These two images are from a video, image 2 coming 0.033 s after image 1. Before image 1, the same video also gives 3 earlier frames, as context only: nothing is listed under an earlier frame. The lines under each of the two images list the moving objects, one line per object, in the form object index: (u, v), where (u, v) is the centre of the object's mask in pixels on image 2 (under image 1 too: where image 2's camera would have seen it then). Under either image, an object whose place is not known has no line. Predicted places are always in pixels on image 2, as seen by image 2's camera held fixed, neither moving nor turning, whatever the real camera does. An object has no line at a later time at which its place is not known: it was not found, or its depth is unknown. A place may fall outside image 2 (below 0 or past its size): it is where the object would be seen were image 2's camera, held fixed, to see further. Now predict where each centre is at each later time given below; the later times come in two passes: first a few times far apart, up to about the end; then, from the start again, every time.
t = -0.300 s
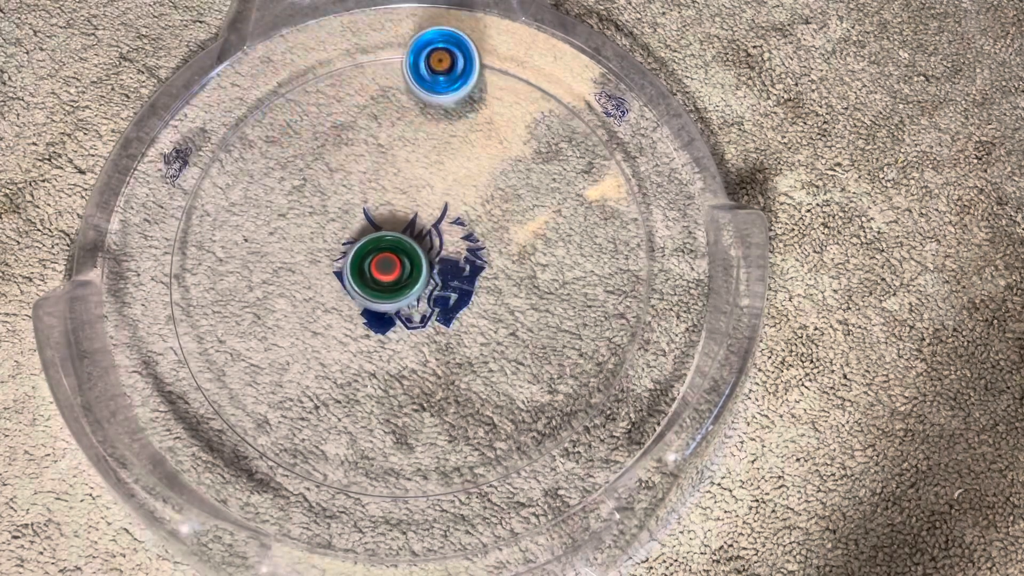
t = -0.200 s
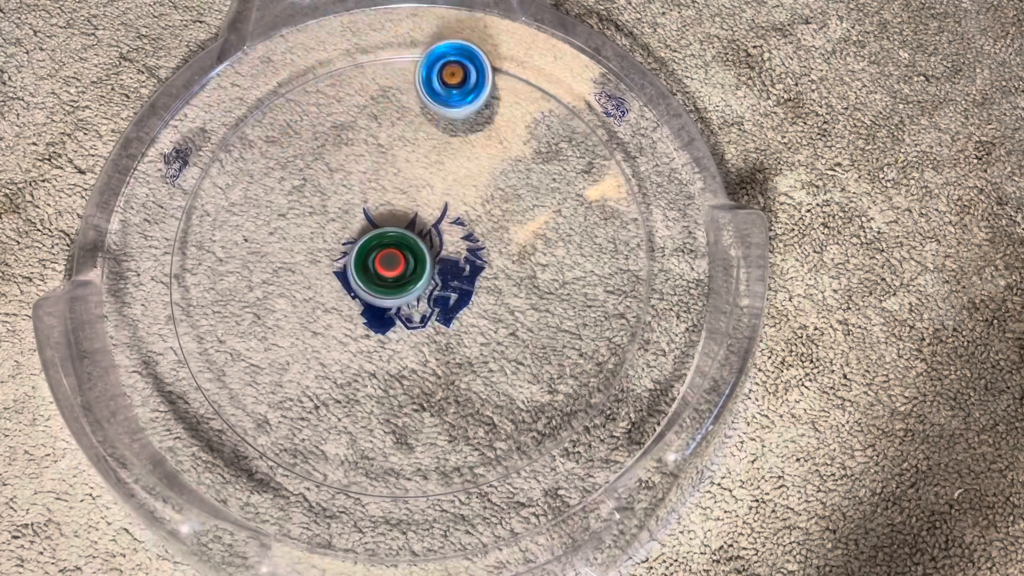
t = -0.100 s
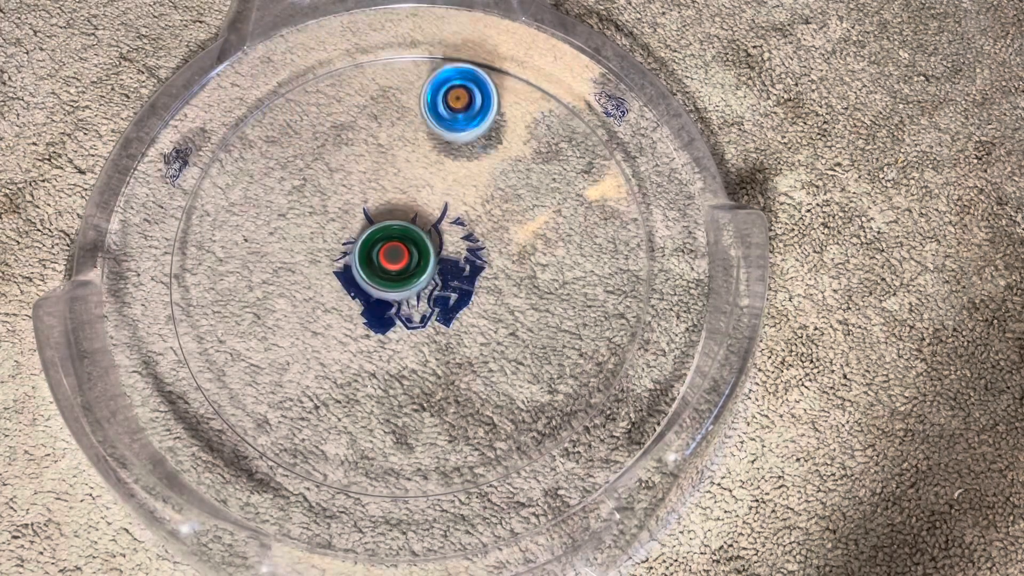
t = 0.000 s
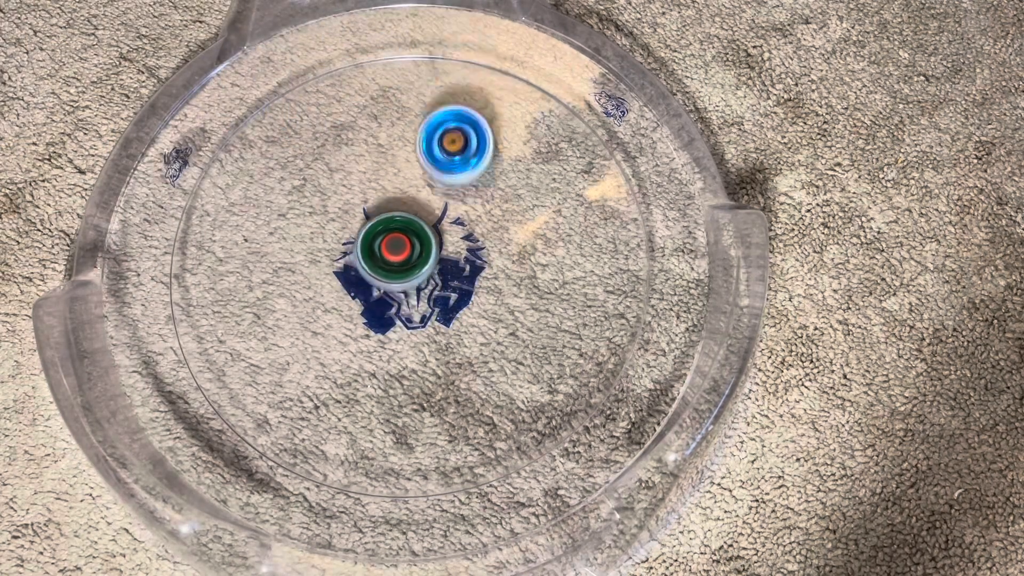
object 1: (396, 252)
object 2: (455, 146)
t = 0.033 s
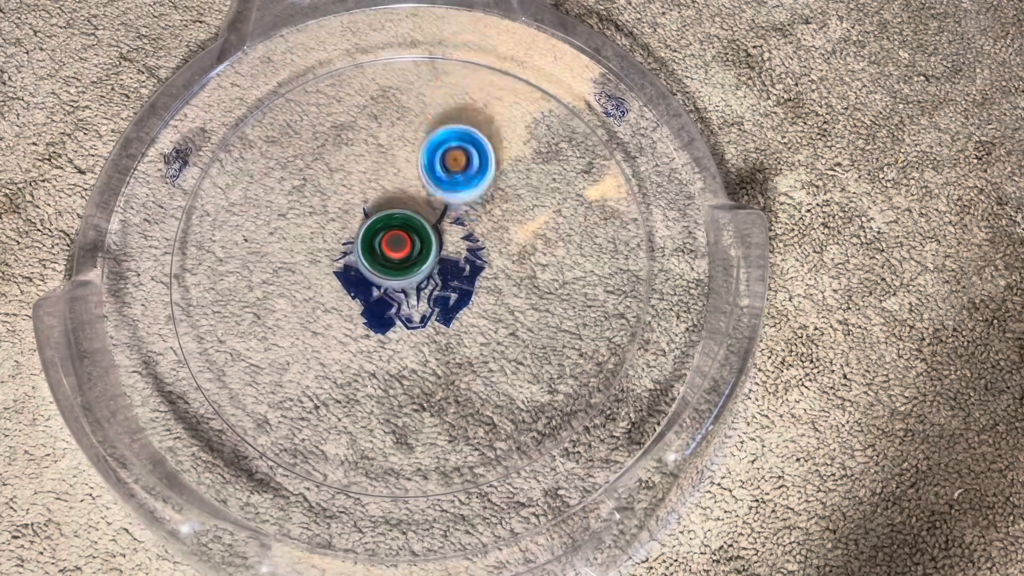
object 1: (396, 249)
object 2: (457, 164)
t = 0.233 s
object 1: (391, 237)
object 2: (570, 229)
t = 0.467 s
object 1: (387, 236)
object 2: (573, 135)
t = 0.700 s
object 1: (377, 262)
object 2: (445, 211)
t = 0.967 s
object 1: (387, 309)
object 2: (636, 318)
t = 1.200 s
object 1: (432, 308)
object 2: (561, 153)
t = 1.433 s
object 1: (455, 277)
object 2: (328, 333)
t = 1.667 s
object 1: (443, 244)
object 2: (577, 480)
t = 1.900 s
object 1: (412, 232)
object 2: (555, 346)
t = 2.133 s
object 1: (280, 95)
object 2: (387, 324)
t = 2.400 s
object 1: (172, 123)
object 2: (268, 439)
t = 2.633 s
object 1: (194, 207)
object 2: (287, 438)
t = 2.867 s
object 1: (283, 258)
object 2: (321, 353)
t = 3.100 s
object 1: (338, 73)
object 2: (452, 308)
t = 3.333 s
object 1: (430, 65)
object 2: (261, 172)
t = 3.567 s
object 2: (189, 314)
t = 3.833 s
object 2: (430, 261)
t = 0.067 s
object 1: (396, 247)
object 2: (466, 183)
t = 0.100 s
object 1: (396, 244)
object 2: (480, 201)
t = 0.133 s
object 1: (395, 243)
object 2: (499, 216)
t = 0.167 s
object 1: (393, 241)
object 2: (522, 225)
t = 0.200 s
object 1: (393, 239)
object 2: (546, 230)
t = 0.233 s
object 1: (391, 237)
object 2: (570, 229)
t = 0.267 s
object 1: (390, 237)
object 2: (593, 221)
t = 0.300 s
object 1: (388, 236)
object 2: (614, 208)
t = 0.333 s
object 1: (388, 236)
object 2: (631, 191)
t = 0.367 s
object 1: (388, 236)
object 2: (614, 172)
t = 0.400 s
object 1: (388, 236)
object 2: (595, 160)
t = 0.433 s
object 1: (388, 236)
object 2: (583, 146)
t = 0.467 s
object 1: (387, 236)
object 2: (573, 135)
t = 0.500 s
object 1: (388, 237)
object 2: (561, 131)
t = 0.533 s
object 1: (388, 238)
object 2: (543, 131)
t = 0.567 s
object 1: (389, 239)
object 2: (521, 136)
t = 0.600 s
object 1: (390, 240)
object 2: (495, 148)
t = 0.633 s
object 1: (391, 241)
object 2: (468, 167)
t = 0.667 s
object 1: (388, 248)
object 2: (449, 191)
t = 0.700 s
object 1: (377, 262)
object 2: (445, 211)
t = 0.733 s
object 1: (370, 272)
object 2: (446, 238)
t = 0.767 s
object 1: (363, 282)
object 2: (459, 264)
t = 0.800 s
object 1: (362, 289)
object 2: (479, 290)
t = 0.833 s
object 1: (365, 295)
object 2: (504, 311)
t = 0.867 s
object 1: (370, 300)
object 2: (536, 325)
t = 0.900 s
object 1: (375, 303)
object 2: (569, 331)
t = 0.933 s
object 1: (381, 307)
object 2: (604, 329)
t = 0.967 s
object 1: (387, 309)
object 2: (636, 318)
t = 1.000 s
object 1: (395, 313)
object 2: (636, 280)
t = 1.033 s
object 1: (401, 314)
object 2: (632, 249)
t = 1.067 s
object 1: (408, 314)
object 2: (631, 221)
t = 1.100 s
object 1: (414, 313)
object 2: (626, 195)
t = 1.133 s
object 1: (420, 313)
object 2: (613, 174)
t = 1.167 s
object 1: (426, 310)
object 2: (591, 160)
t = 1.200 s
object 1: (432, 308)
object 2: (561, 153)
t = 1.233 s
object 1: (438, 304)
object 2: (521, 154)
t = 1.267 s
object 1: (442, 301)
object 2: (479, 164)
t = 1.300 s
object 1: (446, 296)
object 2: (436, 183)
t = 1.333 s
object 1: (449, 291)
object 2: (397, 211)
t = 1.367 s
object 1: (451, 287)
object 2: (365, 247)
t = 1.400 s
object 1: (453, 282)
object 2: (341, 287)
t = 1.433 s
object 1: (455, 277)
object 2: (328, 333)
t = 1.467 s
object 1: (456, 271)
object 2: (329, 382)
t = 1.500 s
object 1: (456, 266)
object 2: (346, 431)
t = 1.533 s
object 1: (454, 260)
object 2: (375, 476)
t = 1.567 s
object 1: (452, 256)
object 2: (427, 482)
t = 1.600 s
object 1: (449, 252)
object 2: (484, 480)
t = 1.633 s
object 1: (446, 248)
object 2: (533, 481)
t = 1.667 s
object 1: (443, 244)
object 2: (577, 480)
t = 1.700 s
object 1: (440, 241)
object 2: (581, 465)
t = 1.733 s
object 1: (435, 238)
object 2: (582, 455)
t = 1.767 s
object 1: (431, 236)
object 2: (586, 441)
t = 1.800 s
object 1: (426, 235)
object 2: (586, 424)
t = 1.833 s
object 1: (421, 233)
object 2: (581, 401)
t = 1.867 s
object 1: (417, 232)
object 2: (571, 374)
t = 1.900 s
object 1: (412, 232)
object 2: (555, 346)
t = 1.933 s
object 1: (408, 232)
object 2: (532, 317)
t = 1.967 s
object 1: (404, 232)
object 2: (498, 291)
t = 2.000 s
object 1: (393, 223)
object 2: (465, 279)
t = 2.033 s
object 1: (361, 180)
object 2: (451, 284)
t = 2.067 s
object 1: (332, 144)
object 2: (435, 298)
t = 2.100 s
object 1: (307, 122)
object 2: (422, 318)
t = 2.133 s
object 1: (280, 95)
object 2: (387, 324)
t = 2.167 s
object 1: (259, 80)
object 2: (347, 335)
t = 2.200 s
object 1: (237, 66)
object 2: (312, 351)
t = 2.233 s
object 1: (215, 59)
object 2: (286, 365)
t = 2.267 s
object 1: (202, 63)
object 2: (261, 385)
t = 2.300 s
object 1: (190, 72)
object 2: (238, 407)
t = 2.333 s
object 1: (181, 88)
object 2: (238, 420)
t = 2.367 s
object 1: (176, 107)
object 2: (254, 433)
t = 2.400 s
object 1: (172, 123)
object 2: (268, 439)
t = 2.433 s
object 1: (171, 139)
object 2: (279, 444)
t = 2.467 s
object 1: (170, 152)
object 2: (286, 448)
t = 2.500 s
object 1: (173, 163)
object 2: (289, 452)
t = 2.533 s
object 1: (175, 174)
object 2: (290, 454)
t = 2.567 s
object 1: (179, 183)
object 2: (289, 453)
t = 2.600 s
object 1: (184, 194)
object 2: (287, 448)
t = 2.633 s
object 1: (194, 207)
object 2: (287, 438)
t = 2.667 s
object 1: (204, 218)
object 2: (288, 429)
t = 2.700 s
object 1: (216, 229)
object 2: (292, 420)
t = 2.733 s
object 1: (227, 239)
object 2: (295, 408)
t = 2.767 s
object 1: (240, 248)
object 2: (300, 394)
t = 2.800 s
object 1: (254, 255)
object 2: (307, 380)
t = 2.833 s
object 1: (270, 264)
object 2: (314, 363)
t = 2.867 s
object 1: (283, 258)
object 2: (321, 353)
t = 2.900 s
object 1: (282, 203)
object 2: (342, 383)
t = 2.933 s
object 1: (287, 157)
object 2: (365, 398)
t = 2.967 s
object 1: (291, 120)
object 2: (388, 401)
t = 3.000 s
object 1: (298, 91)
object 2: (411, 393)
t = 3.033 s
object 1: (309, 73)
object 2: (433, 372)
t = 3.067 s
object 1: (324, 70)
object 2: (447, 343)
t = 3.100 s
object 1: (338, 73)
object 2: (452, 308)
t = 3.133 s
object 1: (350, 79)
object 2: (449, 272)
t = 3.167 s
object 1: (360, 82)
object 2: (436, 239)
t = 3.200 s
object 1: (368, 89)
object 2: (414, 208)
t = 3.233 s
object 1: (376, 97)
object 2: (384, 182)
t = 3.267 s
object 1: (388, 84)
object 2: (345, 173)
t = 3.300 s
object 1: (410, 69)
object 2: (303, 174)
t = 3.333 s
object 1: (430, 65)
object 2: (261, 172)
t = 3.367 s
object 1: (449, 58)
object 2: (219, 175)
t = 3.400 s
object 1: (464, 57)
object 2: (191, 189)
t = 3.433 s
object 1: (477, 62)
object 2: (188, 222)
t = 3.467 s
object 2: (183, 252)
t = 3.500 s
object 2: (180, 274)
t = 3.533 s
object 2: (181, 294)
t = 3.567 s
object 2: (189, 314)
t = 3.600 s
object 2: (206, 328)
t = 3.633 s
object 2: (234, 339)
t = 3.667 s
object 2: (267, 344)
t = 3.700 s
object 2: (306, 343)
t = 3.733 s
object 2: (346, 333)
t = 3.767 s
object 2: (382, 314)
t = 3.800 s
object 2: (409, 290)
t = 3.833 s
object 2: (430, 261)
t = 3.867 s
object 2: (397, 288)
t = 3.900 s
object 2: (367, 306)
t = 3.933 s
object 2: (343, 319)
